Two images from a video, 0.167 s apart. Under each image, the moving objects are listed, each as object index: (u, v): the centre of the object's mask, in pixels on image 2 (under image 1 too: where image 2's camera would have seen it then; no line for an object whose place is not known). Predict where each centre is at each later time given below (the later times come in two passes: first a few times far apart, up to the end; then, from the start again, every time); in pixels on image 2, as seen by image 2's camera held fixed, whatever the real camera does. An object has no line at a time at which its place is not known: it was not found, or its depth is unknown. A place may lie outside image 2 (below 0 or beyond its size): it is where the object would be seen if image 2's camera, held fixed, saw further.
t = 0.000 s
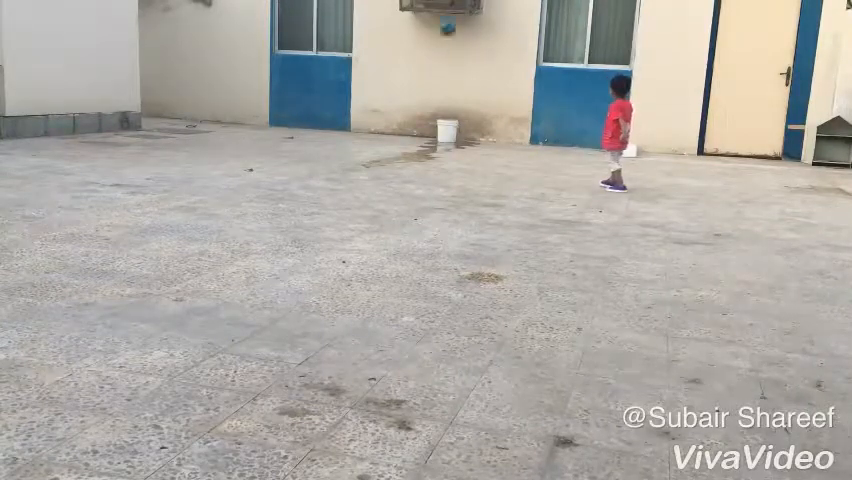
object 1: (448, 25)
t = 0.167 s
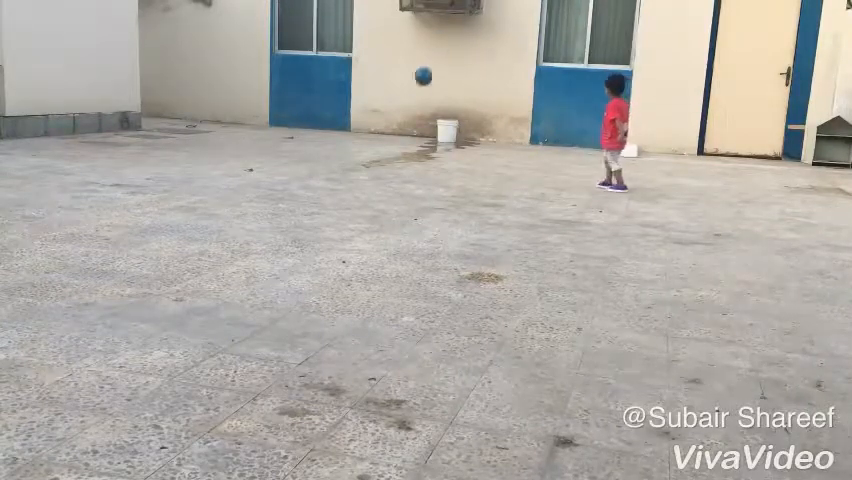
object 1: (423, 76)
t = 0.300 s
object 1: (408, 126)
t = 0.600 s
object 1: (379, 65)
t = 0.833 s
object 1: (358, 43)
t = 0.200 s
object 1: (419, 88)
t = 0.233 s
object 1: (415, 100)
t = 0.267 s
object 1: (411, 112)
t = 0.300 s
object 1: (408, 126)
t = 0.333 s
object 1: (405, 137)
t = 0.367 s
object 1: (401, 125)
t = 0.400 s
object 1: (398, 114)
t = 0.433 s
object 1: (394, 104)
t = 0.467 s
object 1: (391, 95)
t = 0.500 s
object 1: (388, 86)
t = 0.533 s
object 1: (385, 78)
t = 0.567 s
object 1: (382, 71)
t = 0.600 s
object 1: (379, 65)
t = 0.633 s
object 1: (377, 58)
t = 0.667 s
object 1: (374, 54)
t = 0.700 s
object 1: (370, 49)
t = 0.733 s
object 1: (367, 46)
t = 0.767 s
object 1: (363, 44)
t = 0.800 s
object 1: (360, 43)
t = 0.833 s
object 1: (358, 43)
